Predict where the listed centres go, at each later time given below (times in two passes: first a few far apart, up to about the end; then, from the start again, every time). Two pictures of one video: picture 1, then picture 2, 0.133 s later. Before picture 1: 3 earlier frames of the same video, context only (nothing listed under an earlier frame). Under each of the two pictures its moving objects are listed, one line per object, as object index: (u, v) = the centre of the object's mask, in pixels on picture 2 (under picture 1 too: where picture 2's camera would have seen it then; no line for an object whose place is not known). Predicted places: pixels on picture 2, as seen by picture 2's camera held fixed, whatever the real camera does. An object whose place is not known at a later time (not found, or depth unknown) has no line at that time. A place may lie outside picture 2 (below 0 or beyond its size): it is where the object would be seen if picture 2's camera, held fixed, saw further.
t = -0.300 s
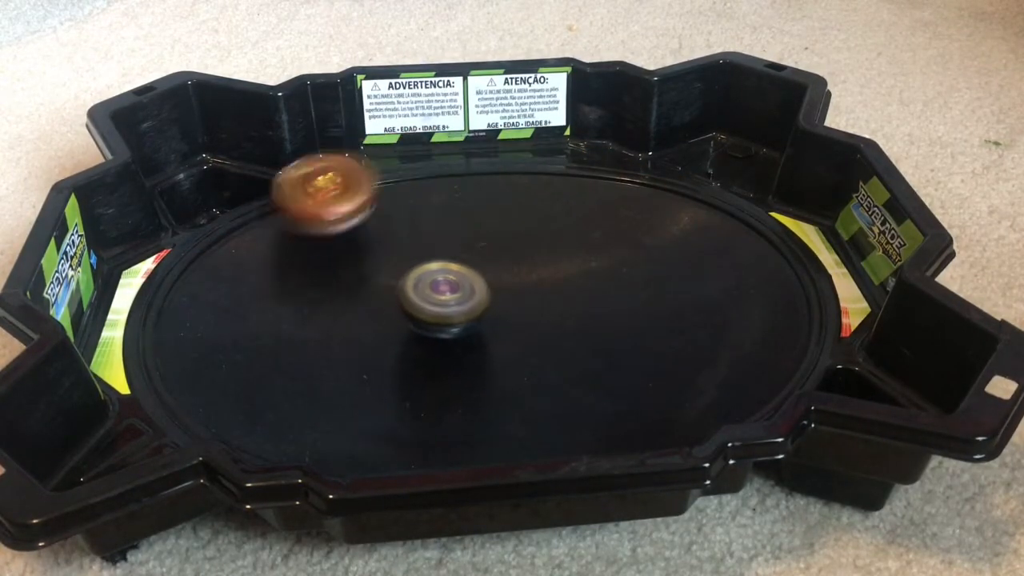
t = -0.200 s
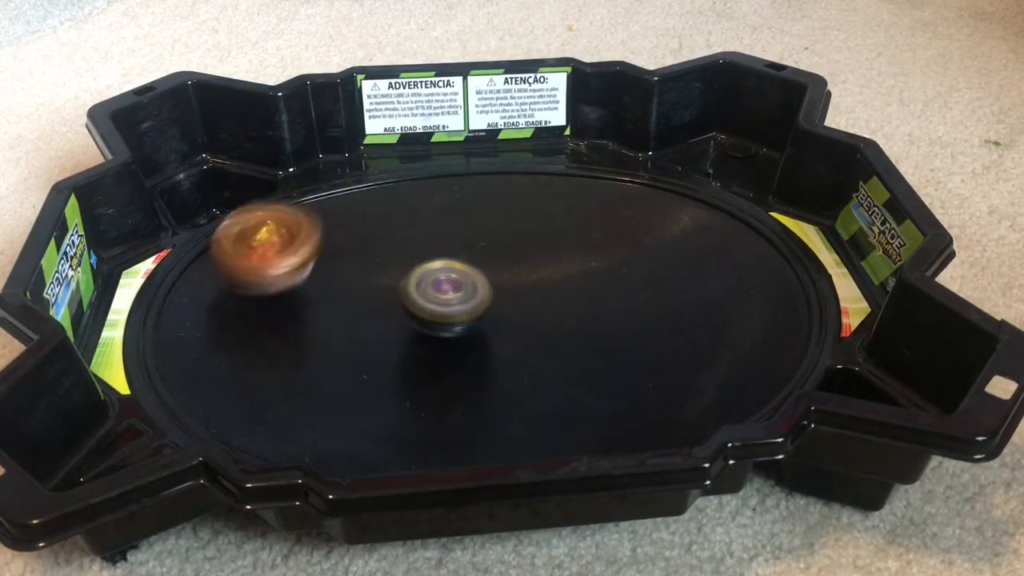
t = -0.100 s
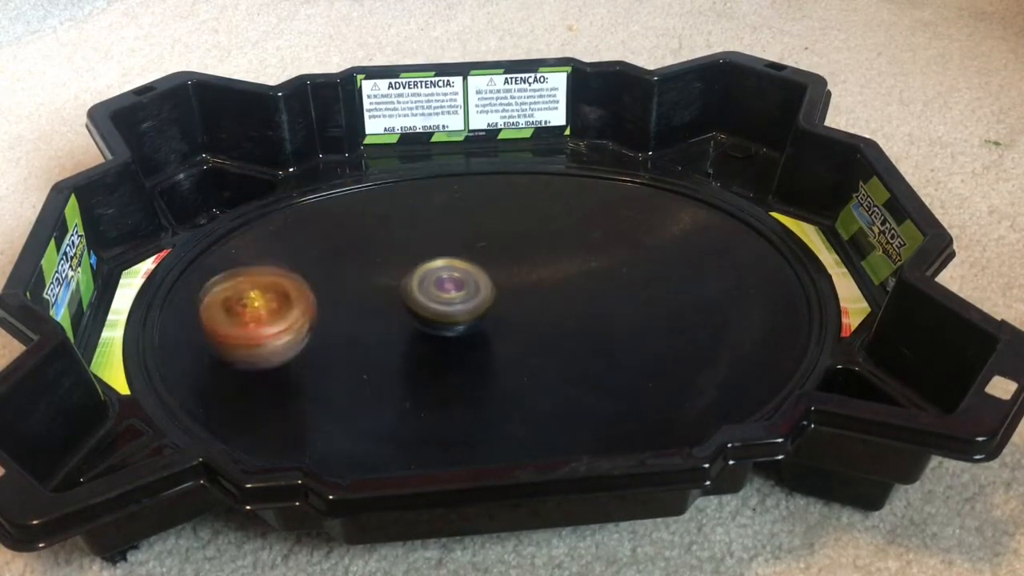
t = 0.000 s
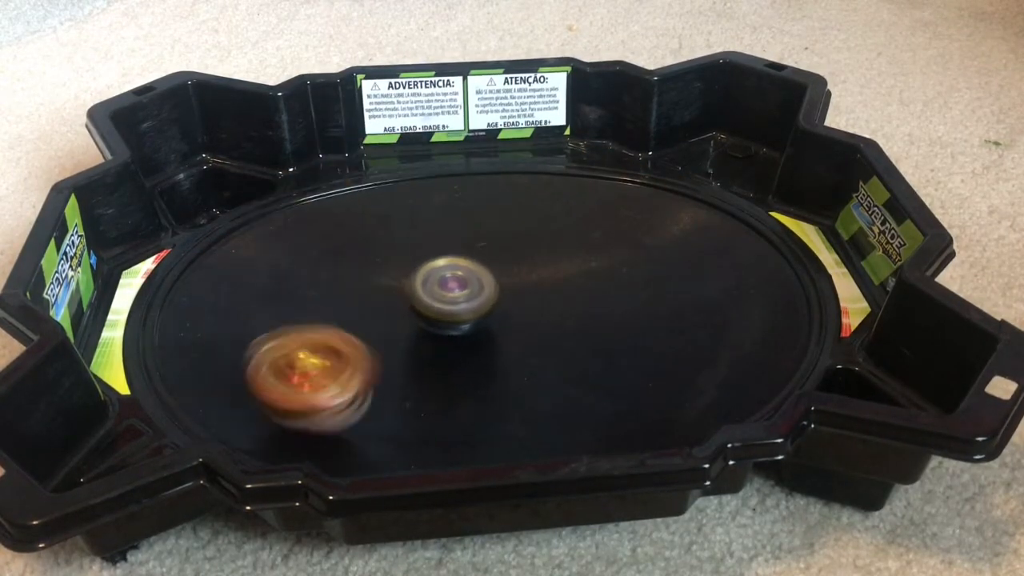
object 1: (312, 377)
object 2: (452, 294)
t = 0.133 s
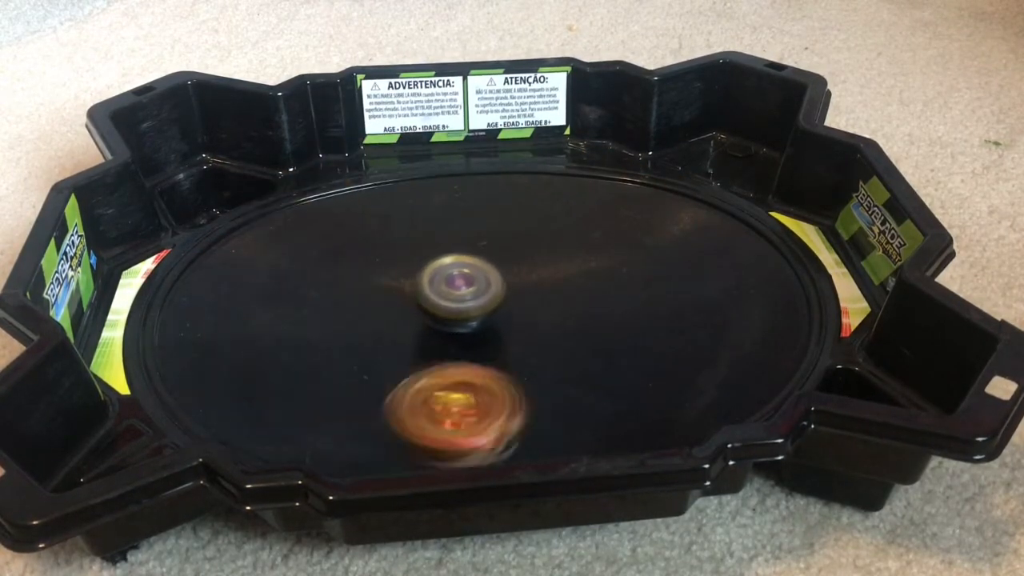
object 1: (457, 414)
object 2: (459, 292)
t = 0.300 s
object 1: (653, 380)
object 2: (466, 290)
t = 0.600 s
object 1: (681, 217)
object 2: (482, 292)
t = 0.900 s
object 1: (416, 196)
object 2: (500, 301)
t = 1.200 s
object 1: (249, 335)
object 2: (502, 325)
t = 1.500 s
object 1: (506, 415)
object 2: (509, 333)
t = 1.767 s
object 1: (656, 289)
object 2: (508, 328)
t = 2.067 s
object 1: (484, 178)
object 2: (471, 315)
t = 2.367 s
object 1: (278, 263)
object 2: (432, 307)
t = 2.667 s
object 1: (436, 401)
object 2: (433, 307)
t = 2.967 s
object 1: (696, 318)
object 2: (444, 301)
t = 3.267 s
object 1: (572, 199)
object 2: (458, 290)
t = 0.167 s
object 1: (499, 412)
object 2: (460, 291)
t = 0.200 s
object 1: (541, 408)
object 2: (462, 291)
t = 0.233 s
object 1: (582, 403)
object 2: (463, 291)
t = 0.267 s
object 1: (618, 394)
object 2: (464, 290)
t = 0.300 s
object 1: (653, 380)
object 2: (466, 290)
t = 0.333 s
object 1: (683, 365)
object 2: (467, 290)
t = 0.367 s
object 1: (705, 347)
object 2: (469, 290)
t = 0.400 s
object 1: (720, 327)
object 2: (471, 290)
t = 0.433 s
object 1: (730, 306)
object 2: (473, 290)
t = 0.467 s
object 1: (732, 286)
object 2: (475, 290)
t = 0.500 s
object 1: (728, 266)
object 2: (477, 290)
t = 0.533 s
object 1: (717, 248)
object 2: (478, 291)
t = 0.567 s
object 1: (701, 231)
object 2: (480, 291)
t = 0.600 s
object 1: (681, 217)
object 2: (482, 292)
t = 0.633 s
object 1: (656, 204)
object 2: (485, 292)
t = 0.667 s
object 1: (630, 195)
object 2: (488, 293)
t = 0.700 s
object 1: (602, 189)
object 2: (489, 294)
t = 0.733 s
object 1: (570, 184)
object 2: (492, 295)
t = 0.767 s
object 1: (540, 182)
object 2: (494, 296)
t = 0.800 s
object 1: (509, 182)
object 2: (496, 297)
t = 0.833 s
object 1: (477, 185)
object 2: (497, 298)
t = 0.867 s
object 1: (447, 190)
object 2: (499, 300)
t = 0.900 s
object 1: (416, 196)
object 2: (500, 301)
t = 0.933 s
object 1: (387, 205)
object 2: (501, 303)
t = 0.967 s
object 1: (358, 216)
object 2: (501, 304)
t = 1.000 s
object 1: (333, 227)
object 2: (502, 307)
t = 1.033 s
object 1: (308, 242)
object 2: (502, 309)
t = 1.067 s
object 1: (287, 257)
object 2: (502, 312)
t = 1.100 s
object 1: (270, 275)
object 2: (502, 315)
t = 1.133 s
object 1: (258, 295)
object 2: (502, 318)
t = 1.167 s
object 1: (250, 315)
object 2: (502, 322)
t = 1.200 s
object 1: (249, 335)
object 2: (502, 325)
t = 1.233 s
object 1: (254, 356)
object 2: (503, 328)
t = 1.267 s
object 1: (267, 376)
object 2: (504, 330)
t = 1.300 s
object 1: (287, 394)
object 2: (504, 332)
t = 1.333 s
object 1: (313, 407)
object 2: (505, 333)
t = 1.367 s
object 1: (349, 417)
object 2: (506, 335)
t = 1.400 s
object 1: (385, 424)
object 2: (506, 335)
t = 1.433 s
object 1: (425, 423)
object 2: (508, 336)
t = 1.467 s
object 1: (466, 421)
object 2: (508, 336)
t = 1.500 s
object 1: (506, 415)
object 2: (509, 333)
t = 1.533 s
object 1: (543, 408)
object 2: (510, 329)
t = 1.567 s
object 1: (575, 398)
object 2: (509, 333)
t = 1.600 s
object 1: (603, 383)
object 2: (511, 334)
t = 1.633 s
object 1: (626, 365)
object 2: (511, 334)
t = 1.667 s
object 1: (643, 347)
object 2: (511, 333)
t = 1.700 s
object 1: (653, 328)
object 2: (511, 331)
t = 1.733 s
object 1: (657, 308)
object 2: (510, 329)
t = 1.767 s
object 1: (656, 289)
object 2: (508, 328)
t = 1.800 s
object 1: (651, 270)
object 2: (506, 326)
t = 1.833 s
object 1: (639, 252)
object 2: (504, 324)
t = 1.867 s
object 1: (625, 235)
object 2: (501, 322)
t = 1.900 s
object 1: (607, 220)
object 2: (496, 320)
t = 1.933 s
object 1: (587, 207)
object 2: (492, 320)
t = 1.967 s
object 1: (564, 197)
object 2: (487, 318)
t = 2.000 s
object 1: (538, 188)
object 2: (482, 317)
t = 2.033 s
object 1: (511, 182)
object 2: (476, 316)
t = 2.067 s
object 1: (484, 178)
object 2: (471, 315)
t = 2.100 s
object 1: (456, 177)
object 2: (465, 314)
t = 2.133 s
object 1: (428, 178)
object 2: (460, 313)
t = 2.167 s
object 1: (398, 182)
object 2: (454, 312)
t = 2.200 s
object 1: (372, 189)
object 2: (449, 311)
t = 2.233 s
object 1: (346, 198)
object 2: (444, 310)
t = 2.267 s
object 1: (324, 210)
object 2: (439, 309)
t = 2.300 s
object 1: (303, 226)
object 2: (436, 308)
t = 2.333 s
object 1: (289, 244)
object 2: (434, 308)
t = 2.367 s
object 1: (278, 263)
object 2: (432, 307)
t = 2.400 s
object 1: (273, 283)
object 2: (432, 307)
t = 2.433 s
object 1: (275, 304)
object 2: (432, 307)
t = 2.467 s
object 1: (282, 324)
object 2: (433, 308)
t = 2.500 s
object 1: (295, 343)
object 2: (433, 307)
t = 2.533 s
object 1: (314, 360)
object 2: (433, 307)
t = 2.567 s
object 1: (339, 375)
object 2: (432, 307)
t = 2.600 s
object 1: (368, 387)
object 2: (432, 307)
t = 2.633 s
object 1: (401, 395)
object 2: (433, 306)
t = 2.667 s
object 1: (436, 401)
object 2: (433, 307)
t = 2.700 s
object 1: (472, 403)
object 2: (433, 306)
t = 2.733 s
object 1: (508, 401)
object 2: (433, 305)
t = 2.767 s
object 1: (544, 397)
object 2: (434, 305)
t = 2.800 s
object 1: (580, 389)
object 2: (435, 305)
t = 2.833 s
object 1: (612, 380)
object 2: (437, 305)
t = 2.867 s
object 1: (641, 367)
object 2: (439, 304)
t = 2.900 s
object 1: (665, 352)
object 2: (441, 303)
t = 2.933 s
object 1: (683, 336)
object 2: (443, 302)
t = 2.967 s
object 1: (696, 318)
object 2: (444, 301)
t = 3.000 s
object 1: (701, 300)
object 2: (446, 299)
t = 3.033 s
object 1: (701, 282)
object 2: (448, 297)
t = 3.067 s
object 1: (696, 264)
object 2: (449, 296)
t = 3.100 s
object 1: (684, 248)
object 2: (451, 294)
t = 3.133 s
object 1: (668, 234)
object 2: (452, 293)
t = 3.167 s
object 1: (648, 222)
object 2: (453, 292)
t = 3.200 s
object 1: (625, 212)
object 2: (454, 291)
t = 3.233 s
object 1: (600, 204)
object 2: (456, 291)
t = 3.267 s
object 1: (572, 199)
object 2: (458, 290)
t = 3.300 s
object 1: (545, 196)
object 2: (459, 290)
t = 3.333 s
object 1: (517, 196)
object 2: (461, 290)
